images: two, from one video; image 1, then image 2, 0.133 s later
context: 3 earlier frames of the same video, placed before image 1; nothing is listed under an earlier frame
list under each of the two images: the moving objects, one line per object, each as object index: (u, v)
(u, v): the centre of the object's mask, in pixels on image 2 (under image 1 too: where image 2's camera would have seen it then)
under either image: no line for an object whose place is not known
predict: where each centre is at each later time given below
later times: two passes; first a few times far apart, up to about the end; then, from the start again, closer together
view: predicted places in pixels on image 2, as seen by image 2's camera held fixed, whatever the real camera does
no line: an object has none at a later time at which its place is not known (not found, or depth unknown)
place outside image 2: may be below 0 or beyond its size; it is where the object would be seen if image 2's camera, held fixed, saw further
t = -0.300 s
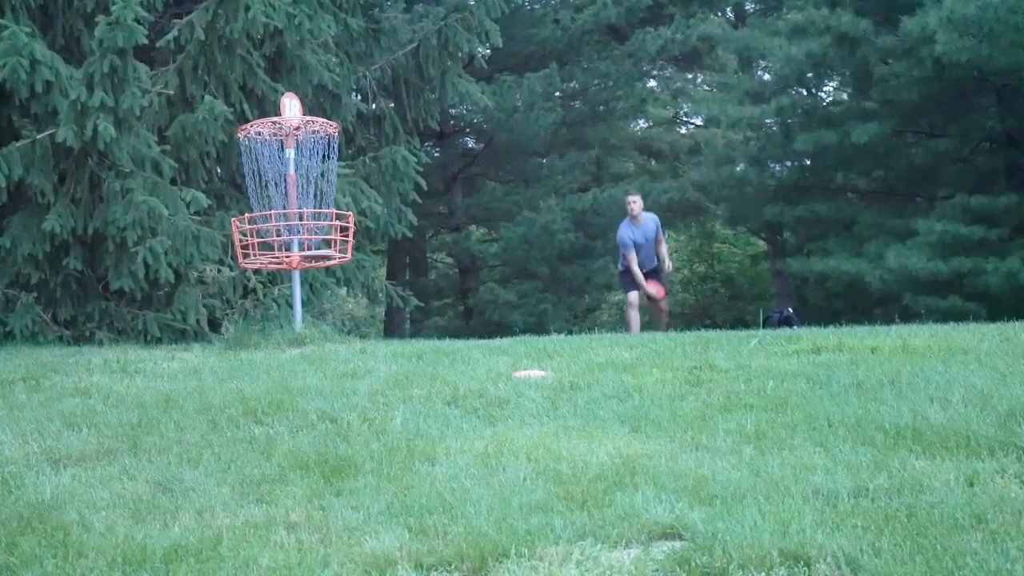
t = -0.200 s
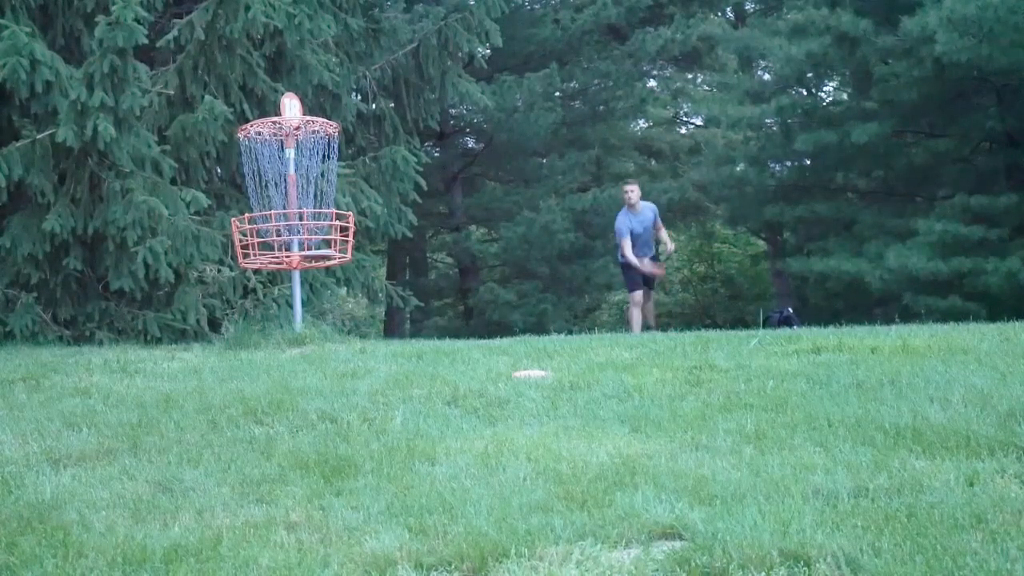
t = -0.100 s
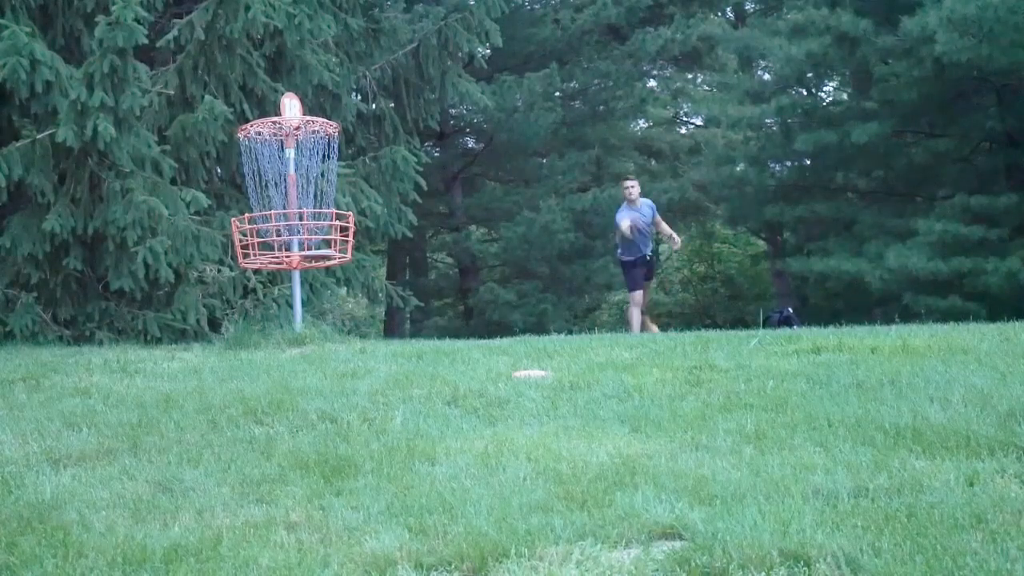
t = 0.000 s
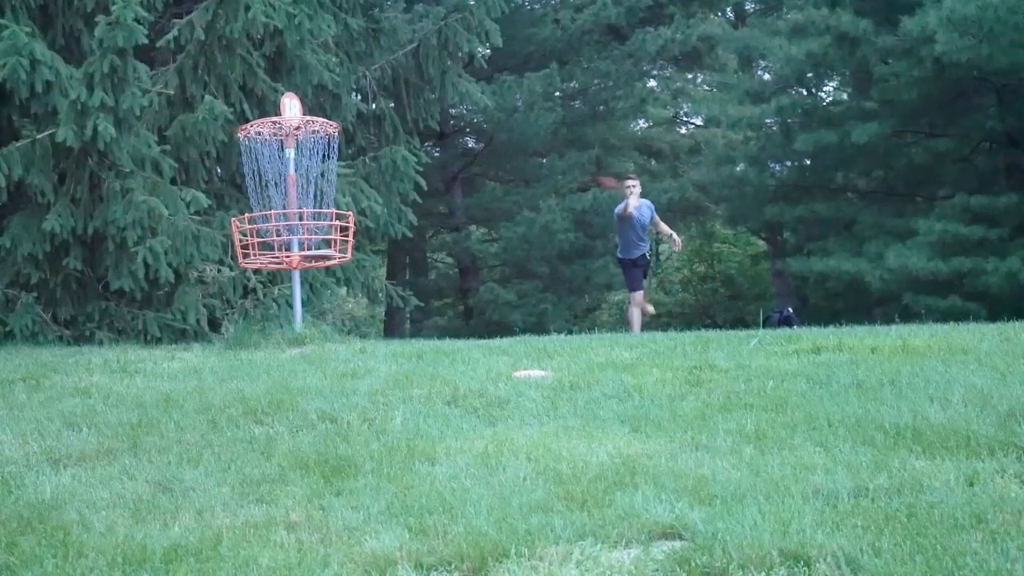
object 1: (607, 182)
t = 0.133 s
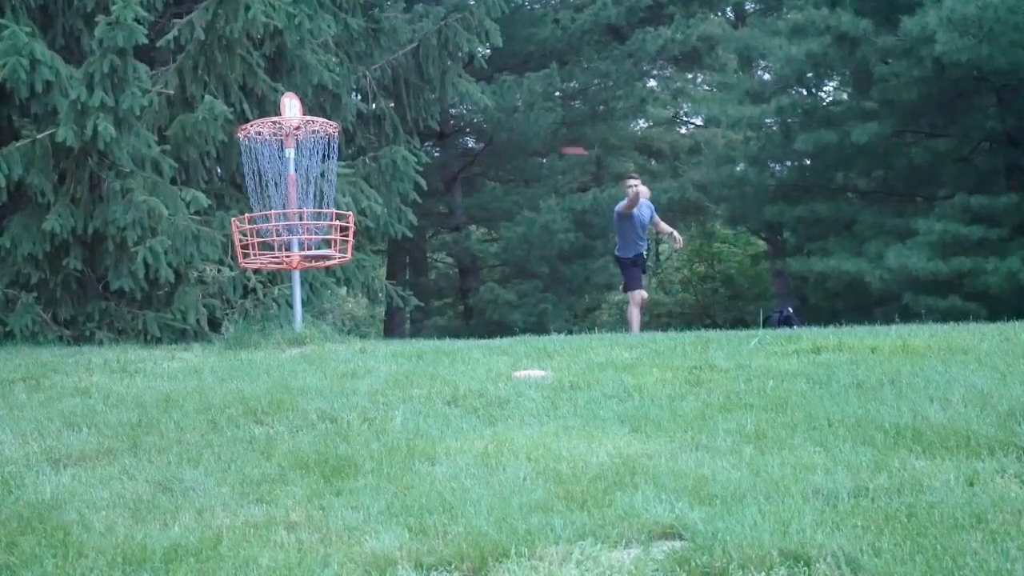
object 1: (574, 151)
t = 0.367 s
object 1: (503, 138)
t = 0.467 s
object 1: (472, 146)
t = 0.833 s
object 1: (345, 209)
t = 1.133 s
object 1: (355, 196)
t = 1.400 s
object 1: (381, 294)
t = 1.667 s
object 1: (424, 356)
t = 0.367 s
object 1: (503, 138)
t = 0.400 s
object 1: (494, 140)
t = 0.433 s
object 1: (485, 143)
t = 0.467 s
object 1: (472, 146)
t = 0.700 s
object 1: (387, 185)
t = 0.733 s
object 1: (373, 193)
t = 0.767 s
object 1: (362, 201)
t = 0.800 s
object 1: (355, 210)
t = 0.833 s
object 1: (345, 209)
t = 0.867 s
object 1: (341, 201)
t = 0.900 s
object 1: (341, 194)
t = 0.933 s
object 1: (342, 189)
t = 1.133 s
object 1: (355, 196)
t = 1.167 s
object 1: (358, 202)
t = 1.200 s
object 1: (363, 209)
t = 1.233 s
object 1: (368, 222)
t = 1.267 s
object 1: (370, 233)
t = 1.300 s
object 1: (372, 244)
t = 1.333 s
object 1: (375, 260)
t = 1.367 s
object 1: (378, 277)
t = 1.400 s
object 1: (381, 294)
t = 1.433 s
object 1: (389, 317)
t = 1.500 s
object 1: (394, 356)
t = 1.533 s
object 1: (393, 368)
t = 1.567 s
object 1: (408, 364)
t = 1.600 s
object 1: (413, 361)
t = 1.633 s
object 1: (420, 357)
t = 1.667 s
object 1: (424, 356)
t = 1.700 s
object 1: (428, 358)
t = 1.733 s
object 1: (432, 360)
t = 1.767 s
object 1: (432, 364)
